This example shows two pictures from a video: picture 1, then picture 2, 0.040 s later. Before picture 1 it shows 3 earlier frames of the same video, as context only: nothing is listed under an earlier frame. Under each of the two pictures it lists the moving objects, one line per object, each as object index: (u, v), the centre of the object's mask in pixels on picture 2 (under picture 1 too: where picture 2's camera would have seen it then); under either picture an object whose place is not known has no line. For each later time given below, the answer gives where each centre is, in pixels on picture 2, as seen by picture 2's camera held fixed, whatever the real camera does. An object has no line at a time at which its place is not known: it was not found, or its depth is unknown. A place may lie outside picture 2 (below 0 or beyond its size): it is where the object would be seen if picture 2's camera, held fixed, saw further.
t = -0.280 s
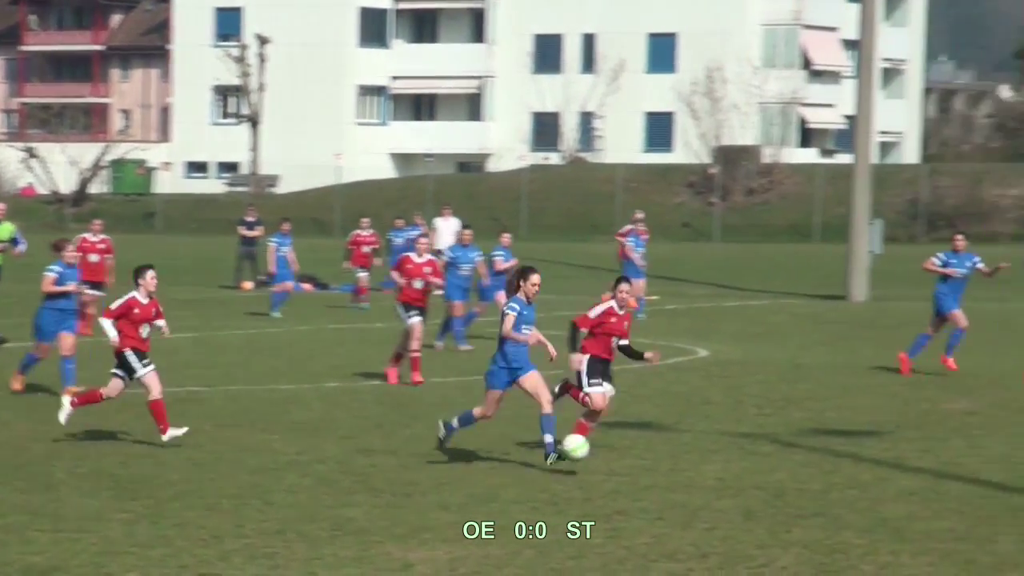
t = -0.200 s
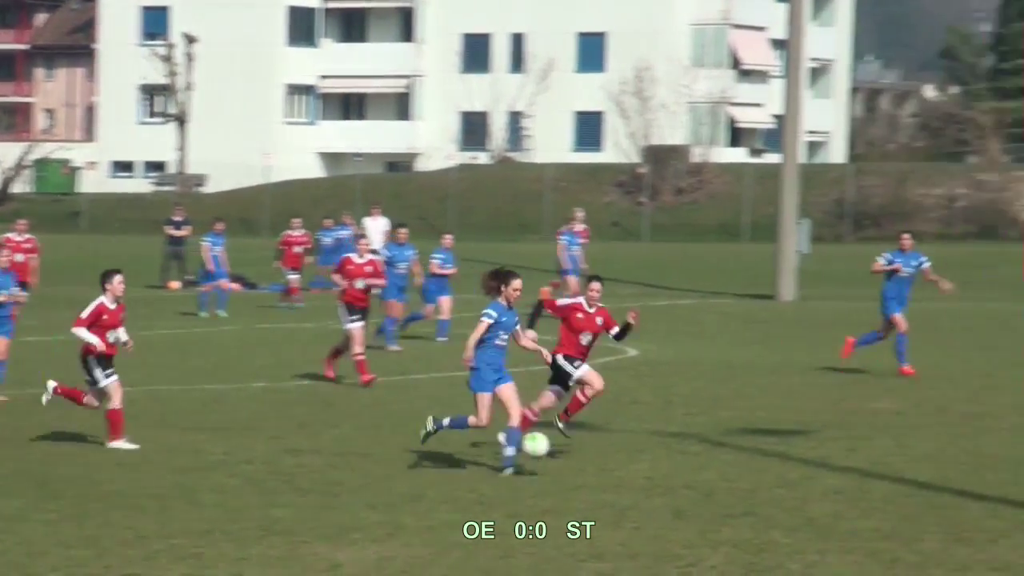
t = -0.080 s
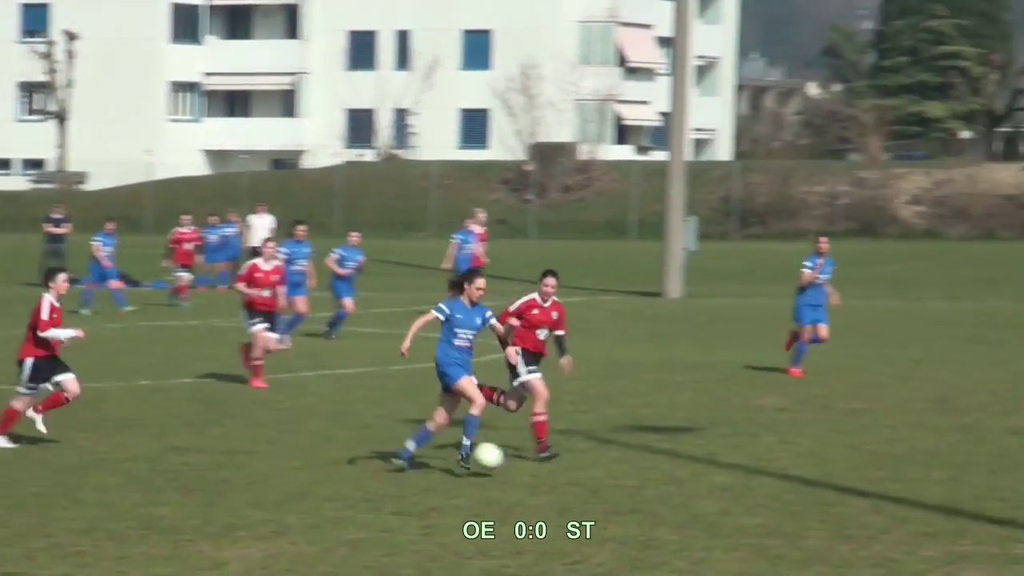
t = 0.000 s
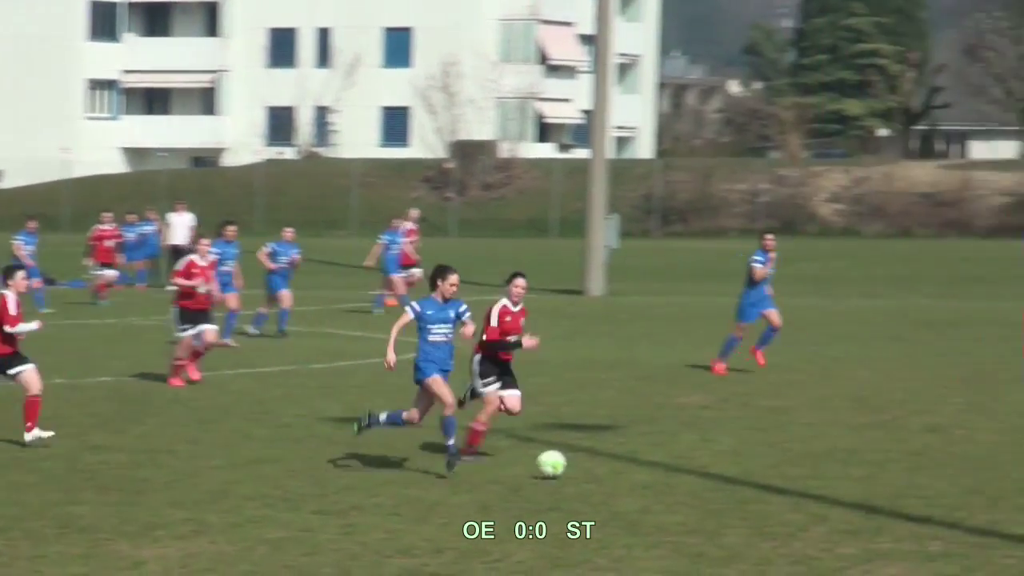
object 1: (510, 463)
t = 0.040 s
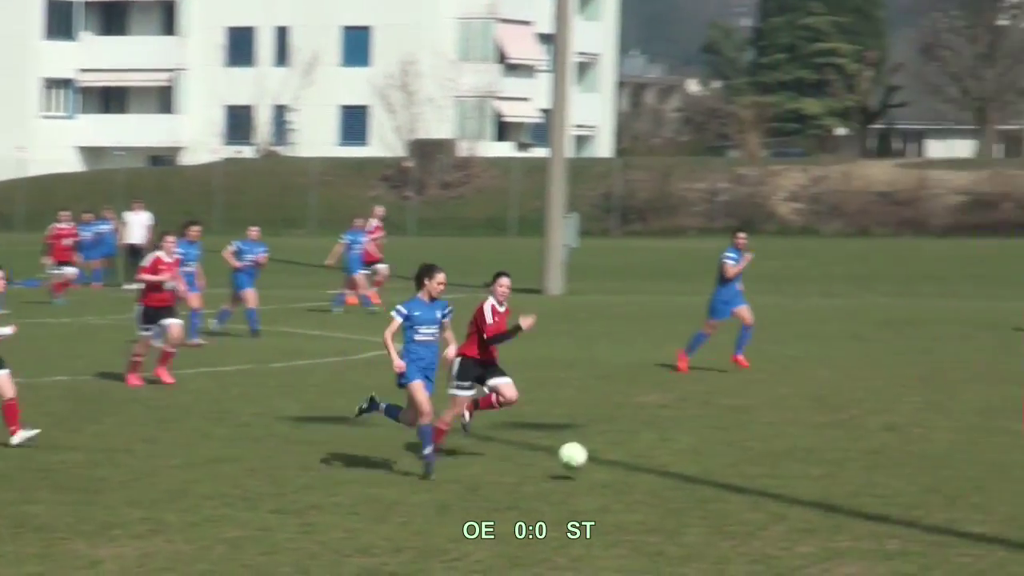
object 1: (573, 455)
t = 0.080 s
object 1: (636, 449)
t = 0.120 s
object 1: (696, 447)
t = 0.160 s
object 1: (761, 447)
